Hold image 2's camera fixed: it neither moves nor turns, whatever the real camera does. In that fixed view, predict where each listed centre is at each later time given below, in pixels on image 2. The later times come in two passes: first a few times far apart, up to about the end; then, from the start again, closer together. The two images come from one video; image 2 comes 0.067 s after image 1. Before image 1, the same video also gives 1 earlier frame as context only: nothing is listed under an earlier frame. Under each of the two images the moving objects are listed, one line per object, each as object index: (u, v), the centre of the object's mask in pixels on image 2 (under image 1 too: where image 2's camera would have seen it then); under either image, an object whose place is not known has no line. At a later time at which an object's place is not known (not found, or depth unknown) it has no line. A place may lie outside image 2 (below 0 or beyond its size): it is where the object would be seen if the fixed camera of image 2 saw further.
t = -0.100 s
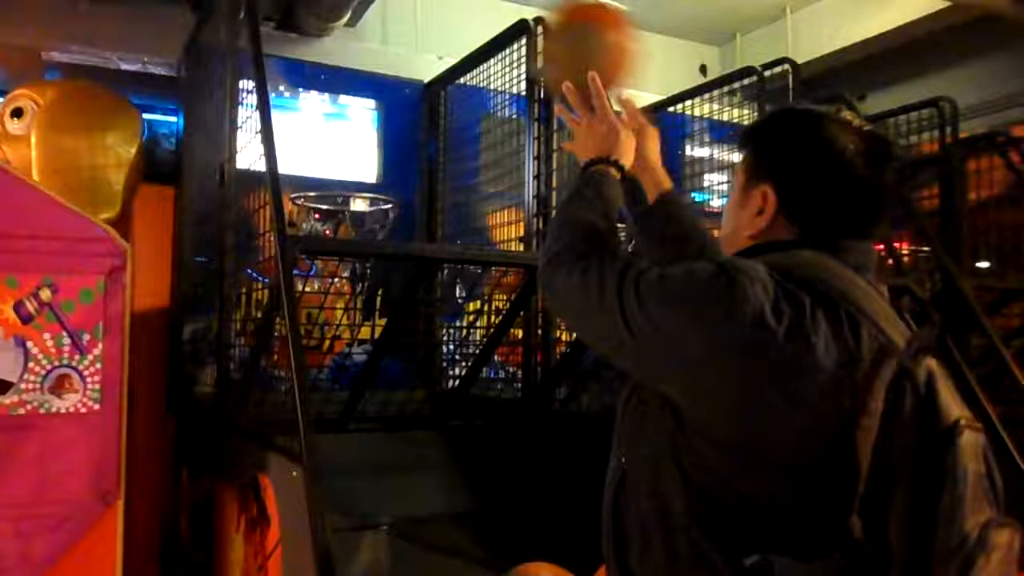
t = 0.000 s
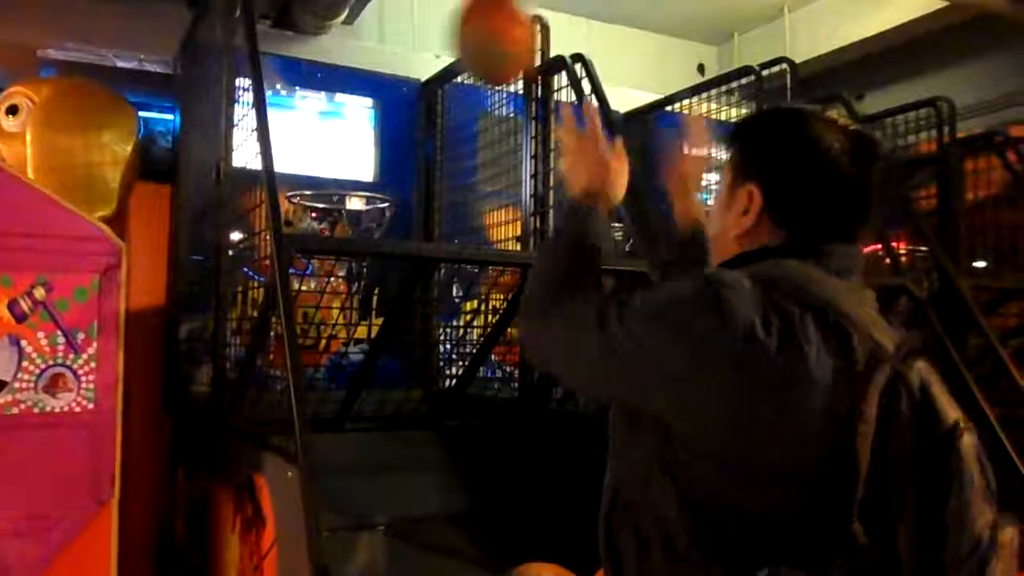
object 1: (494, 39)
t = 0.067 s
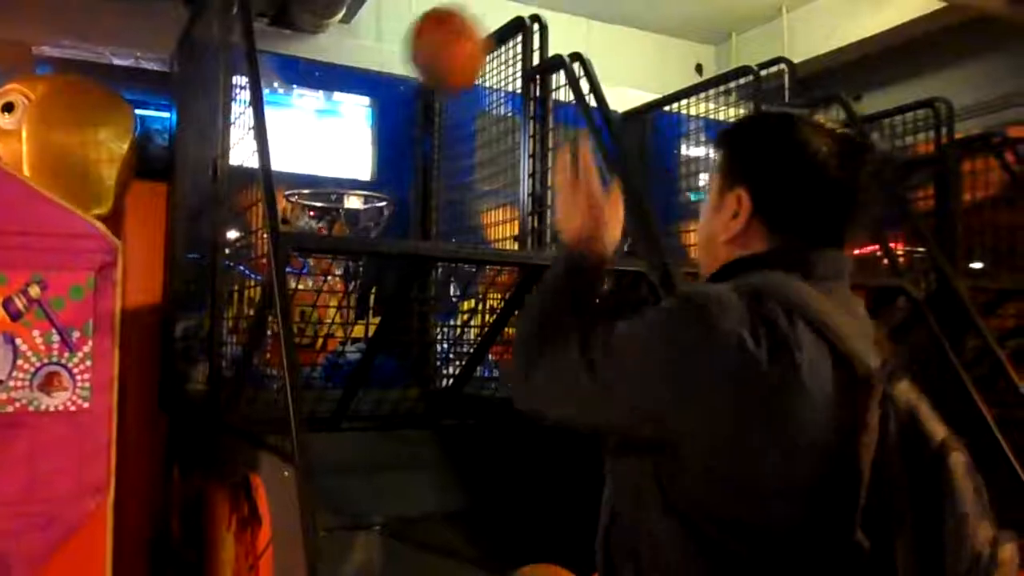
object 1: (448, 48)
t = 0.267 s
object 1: (346, 161)
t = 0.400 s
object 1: (324, 138)
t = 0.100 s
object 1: (427, 61)
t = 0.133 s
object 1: (409, 76)
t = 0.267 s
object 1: (346, 161)
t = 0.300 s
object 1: (338, 162)
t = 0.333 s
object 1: (333, 151)
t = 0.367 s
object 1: (328, 142)
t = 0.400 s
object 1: (324, 138)
